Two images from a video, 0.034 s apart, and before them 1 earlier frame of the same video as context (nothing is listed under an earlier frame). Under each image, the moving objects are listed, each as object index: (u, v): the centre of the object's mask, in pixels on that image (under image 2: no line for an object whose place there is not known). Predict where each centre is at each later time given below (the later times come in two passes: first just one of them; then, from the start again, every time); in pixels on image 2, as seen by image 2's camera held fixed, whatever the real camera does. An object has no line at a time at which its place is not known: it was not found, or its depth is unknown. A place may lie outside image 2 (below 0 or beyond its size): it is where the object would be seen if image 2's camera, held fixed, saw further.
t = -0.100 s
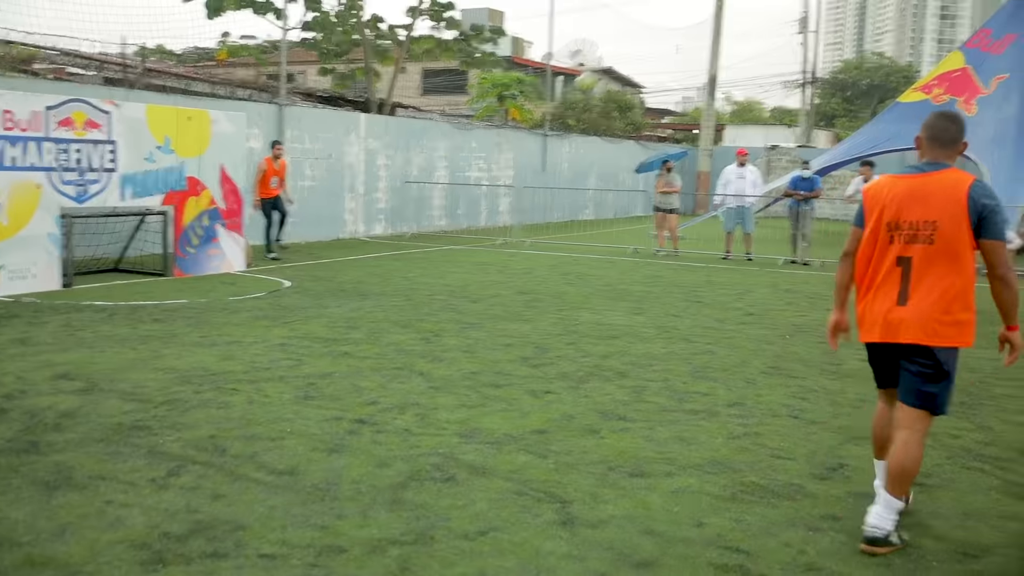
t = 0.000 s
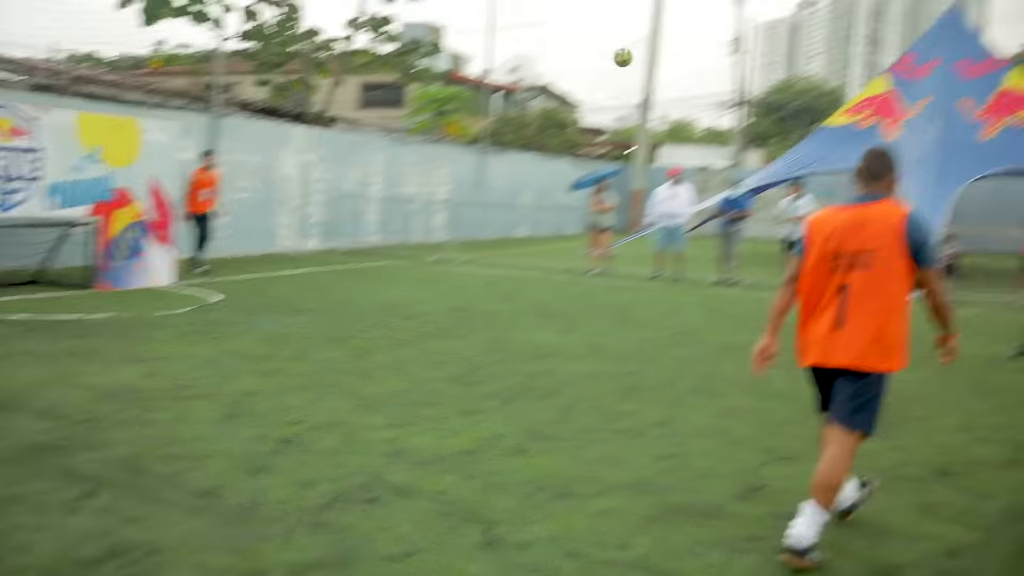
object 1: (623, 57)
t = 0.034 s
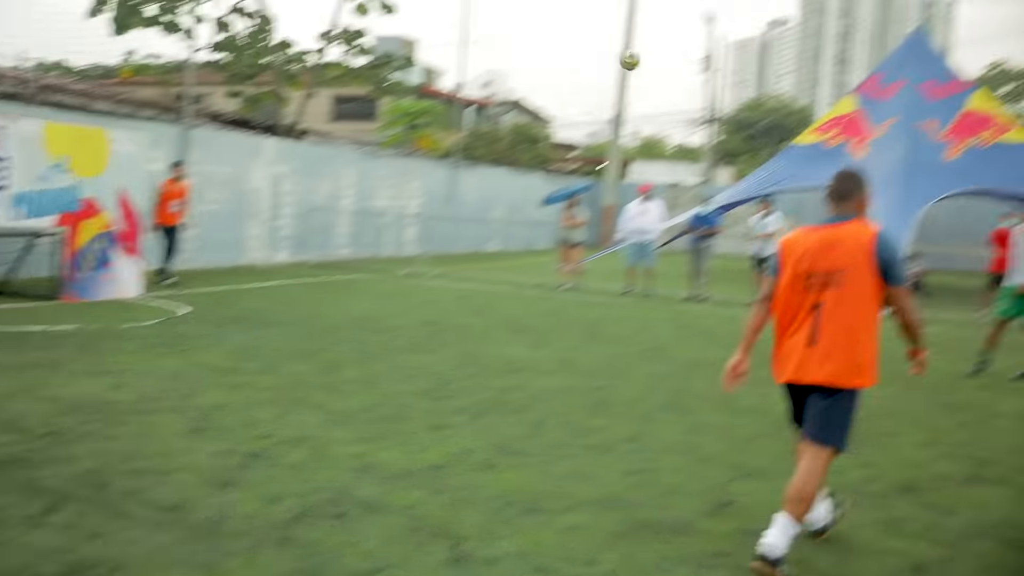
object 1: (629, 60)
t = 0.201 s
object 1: (833, 1)
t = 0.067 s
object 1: (666, 49)
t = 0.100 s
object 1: (707, 37)
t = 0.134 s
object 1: (746, 25)
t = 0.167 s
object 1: (789, 13)
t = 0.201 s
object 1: (833, 1)
